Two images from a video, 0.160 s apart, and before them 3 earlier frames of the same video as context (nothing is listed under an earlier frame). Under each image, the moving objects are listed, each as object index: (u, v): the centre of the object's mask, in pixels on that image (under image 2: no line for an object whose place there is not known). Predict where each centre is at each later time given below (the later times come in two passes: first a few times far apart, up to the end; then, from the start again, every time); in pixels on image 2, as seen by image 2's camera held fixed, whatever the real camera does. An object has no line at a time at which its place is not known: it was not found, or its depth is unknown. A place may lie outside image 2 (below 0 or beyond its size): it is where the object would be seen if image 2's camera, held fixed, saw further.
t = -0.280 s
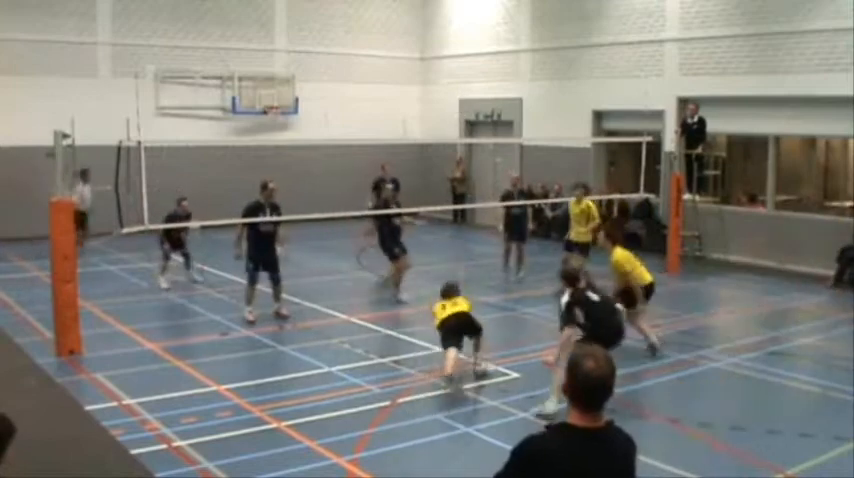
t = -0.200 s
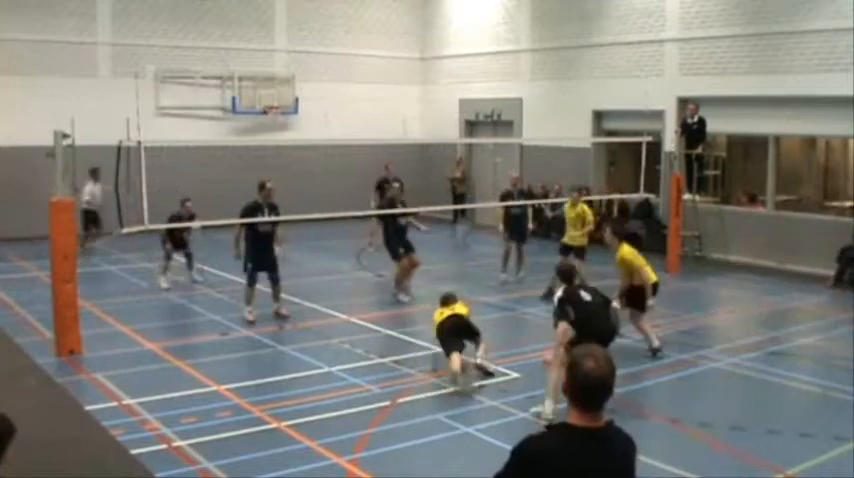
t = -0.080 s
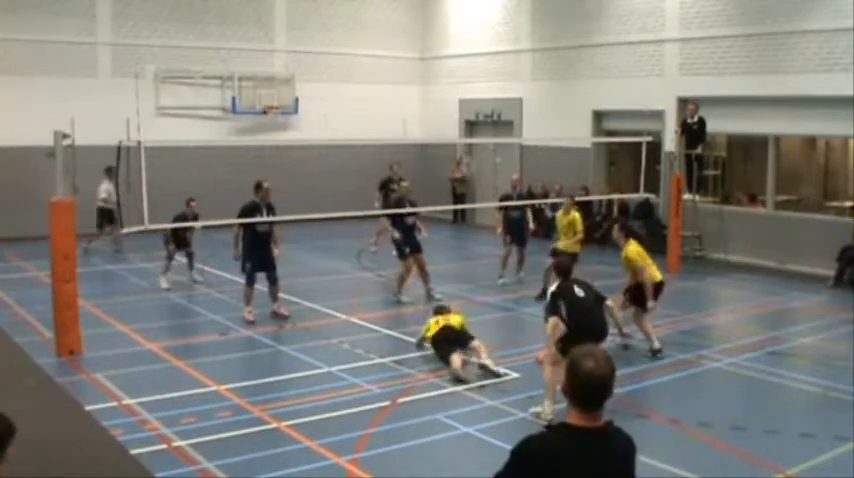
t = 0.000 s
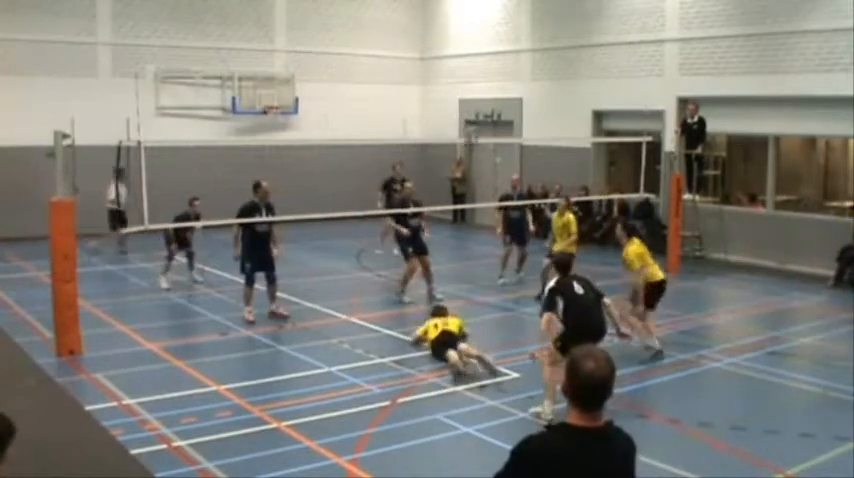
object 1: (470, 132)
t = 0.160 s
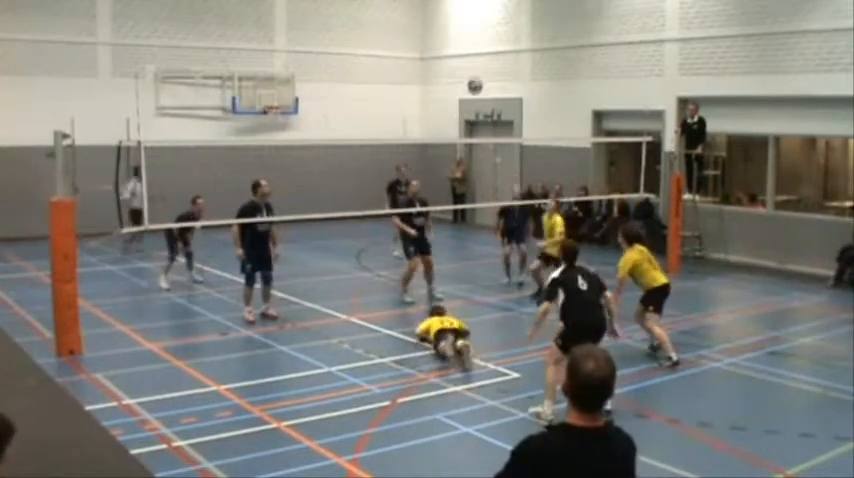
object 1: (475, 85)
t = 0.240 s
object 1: (477, 69)
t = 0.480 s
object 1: (483, 47)
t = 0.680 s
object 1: (487, 62)
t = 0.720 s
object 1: (488, 67)
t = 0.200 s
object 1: (475, 76)
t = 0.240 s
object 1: (477, 69)
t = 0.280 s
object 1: (478, 62)
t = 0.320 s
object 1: (479, 57)
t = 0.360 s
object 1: (480, 52)
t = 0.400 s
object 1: (481, 49)
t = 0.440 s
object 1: (482, 48)
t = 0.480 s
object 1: (483, 47)
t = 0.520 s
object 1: (484, 48)
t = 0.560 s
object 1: (485, 49)
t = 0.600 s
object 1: (486, 52)
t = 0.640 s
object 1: (487, 56)
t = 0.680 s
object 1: (487, 62)
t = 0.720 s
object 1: (488, 67)
